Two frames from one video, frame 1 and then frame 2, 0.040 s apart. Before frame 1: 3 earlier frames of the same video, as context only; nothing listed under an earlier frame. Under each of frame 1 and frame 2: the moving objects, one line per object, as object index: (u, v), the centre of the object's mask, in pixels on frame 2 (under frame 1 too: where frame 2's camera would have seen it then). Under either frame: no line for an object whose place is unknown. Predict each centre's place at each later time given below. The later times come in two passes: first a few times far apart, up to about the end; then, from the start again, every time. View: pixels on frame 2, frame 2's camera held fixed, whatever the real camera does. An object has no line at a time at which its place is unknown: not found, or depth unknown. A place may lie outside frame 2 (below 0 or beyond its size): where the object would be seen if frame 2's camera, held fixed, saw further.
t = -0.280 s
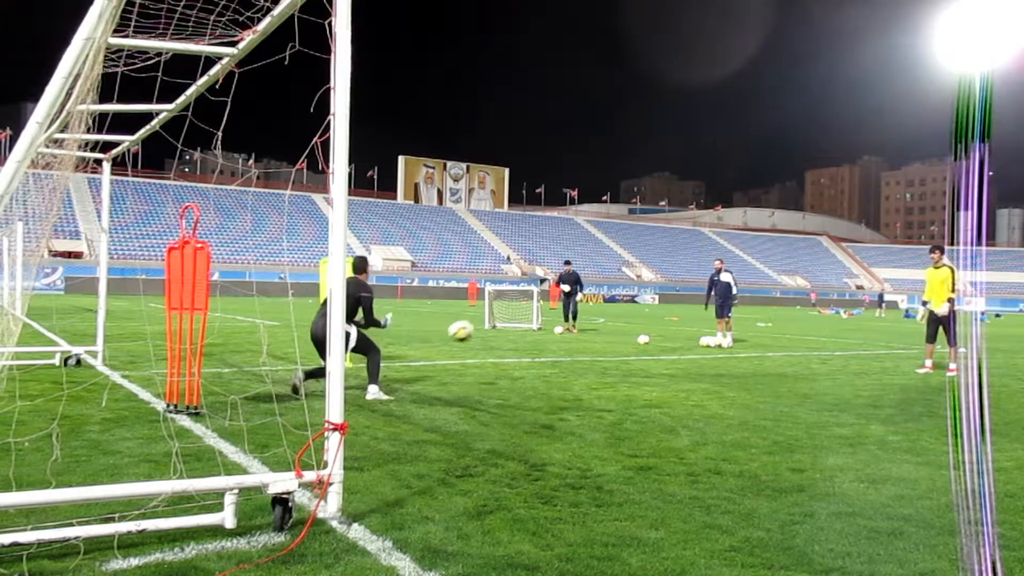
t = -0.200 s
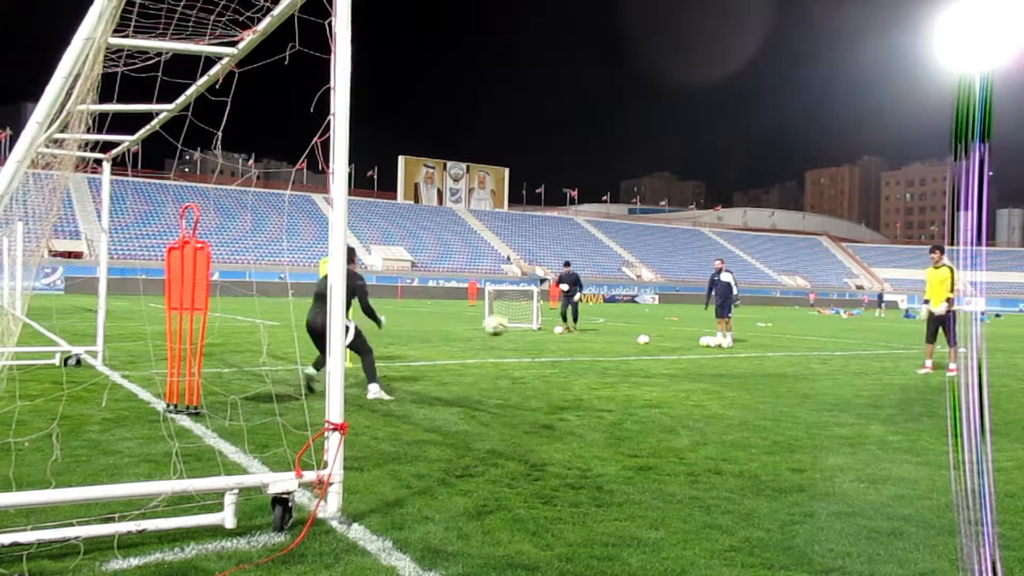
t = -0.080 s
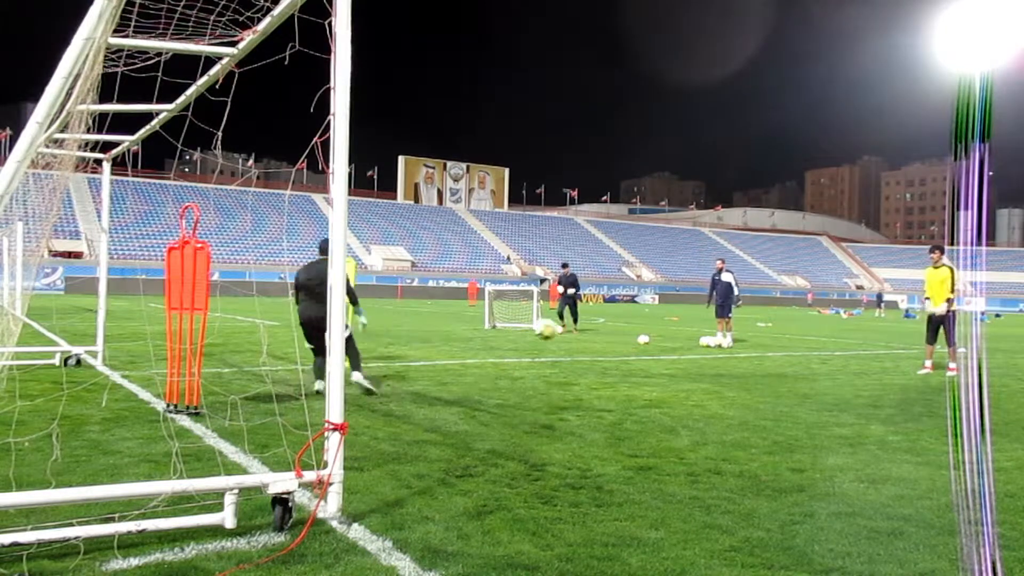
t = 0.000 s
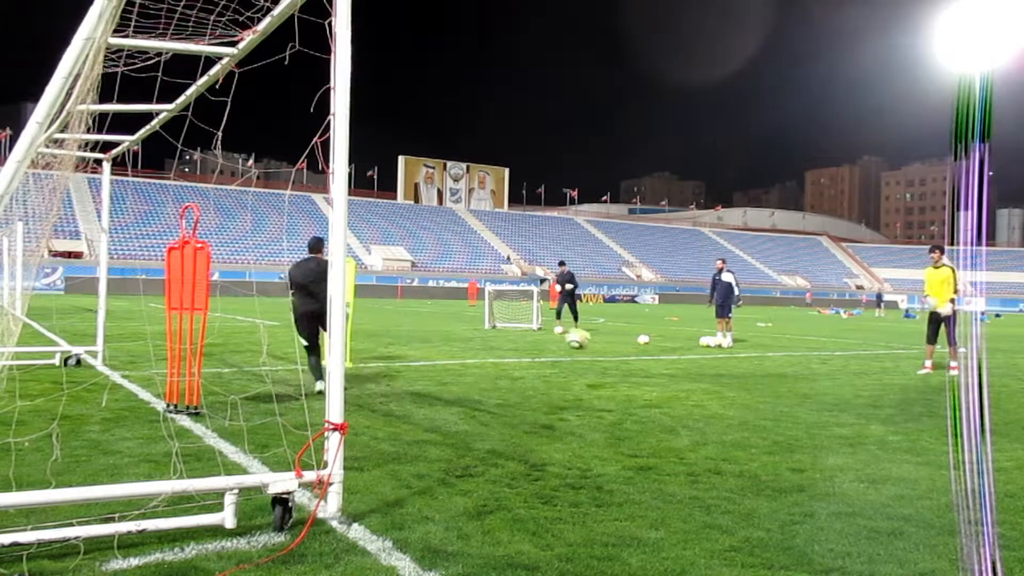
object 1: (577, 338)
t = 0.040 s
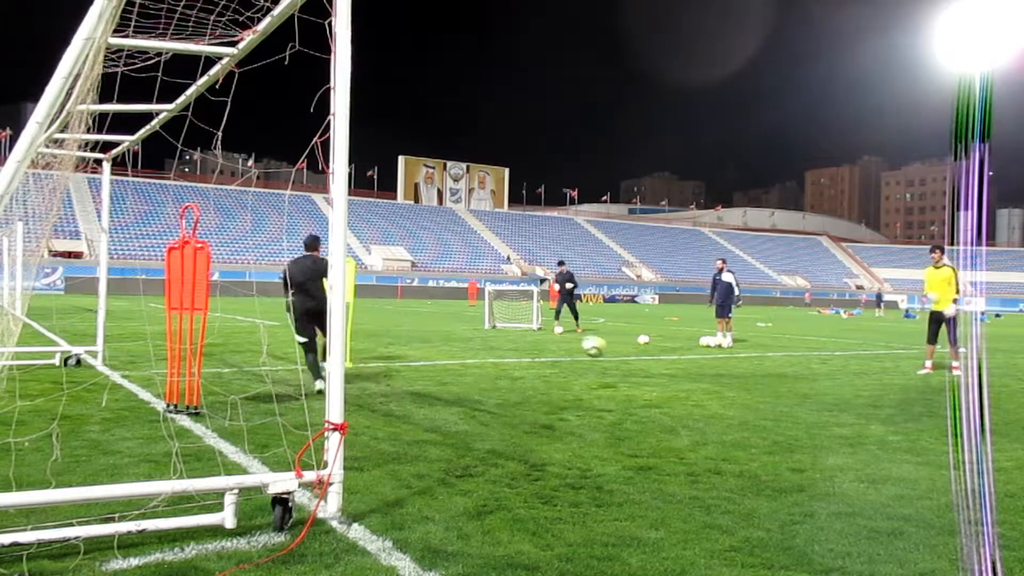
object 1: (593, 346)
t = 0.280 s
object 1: (680, 373)
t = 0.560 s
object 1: (768, 383)
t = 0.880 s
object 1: (860, 385)
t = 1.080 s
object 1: (913, 386)
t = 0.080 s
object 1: (609, 353)
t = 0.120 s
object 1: (625, 365)
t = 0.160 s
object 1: (639, 377)
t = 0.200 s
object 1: (655, 384)
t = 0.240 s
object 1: (668, 377)
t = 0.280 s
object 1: (680, 373)
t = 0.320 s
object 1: (694, 370)
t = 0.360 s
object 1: (706, 369)
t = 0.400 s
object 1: (718, 368)
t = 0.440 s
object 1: (732, 370)
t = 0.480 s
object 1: (744, 373)
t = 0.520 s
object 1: (756, 377)
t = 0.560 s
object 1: (768, 383)
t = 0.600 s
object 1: (780, 384)
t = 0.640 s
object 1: (792, 382)
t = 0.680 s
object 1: (804, 381)
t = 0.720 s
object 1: (815, 383)
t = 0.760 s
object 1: (826, 384)
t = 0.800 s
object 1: (838, 385)
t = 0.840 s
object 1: (849, 384)
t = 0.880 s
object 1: (860, 385)
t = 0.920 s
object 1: (871, 385)
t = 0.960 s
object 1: (882, 386)
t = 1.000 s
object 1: (893, 386)
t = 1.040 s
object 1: (903, 386)
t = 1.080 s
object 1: (913, 386)
